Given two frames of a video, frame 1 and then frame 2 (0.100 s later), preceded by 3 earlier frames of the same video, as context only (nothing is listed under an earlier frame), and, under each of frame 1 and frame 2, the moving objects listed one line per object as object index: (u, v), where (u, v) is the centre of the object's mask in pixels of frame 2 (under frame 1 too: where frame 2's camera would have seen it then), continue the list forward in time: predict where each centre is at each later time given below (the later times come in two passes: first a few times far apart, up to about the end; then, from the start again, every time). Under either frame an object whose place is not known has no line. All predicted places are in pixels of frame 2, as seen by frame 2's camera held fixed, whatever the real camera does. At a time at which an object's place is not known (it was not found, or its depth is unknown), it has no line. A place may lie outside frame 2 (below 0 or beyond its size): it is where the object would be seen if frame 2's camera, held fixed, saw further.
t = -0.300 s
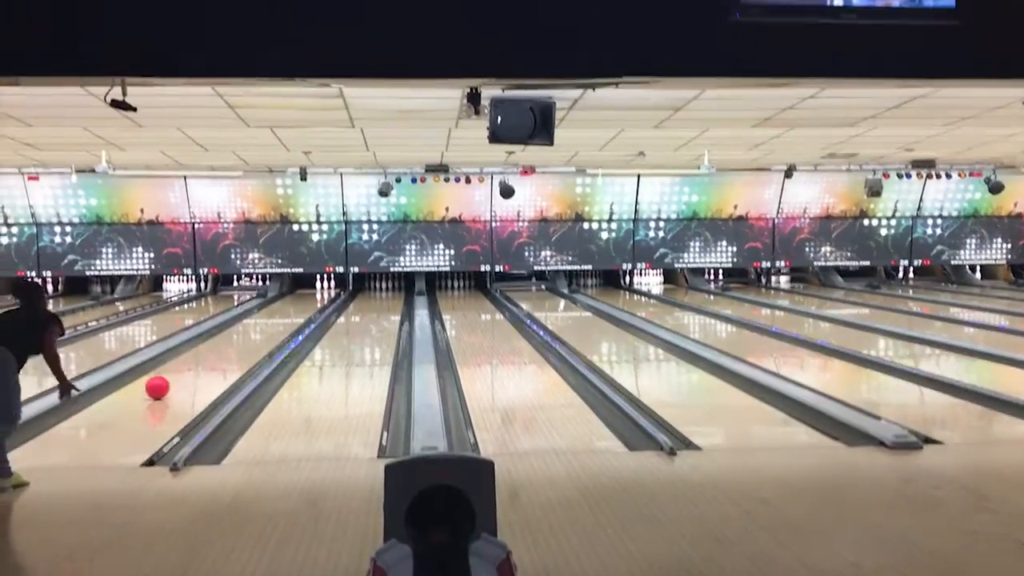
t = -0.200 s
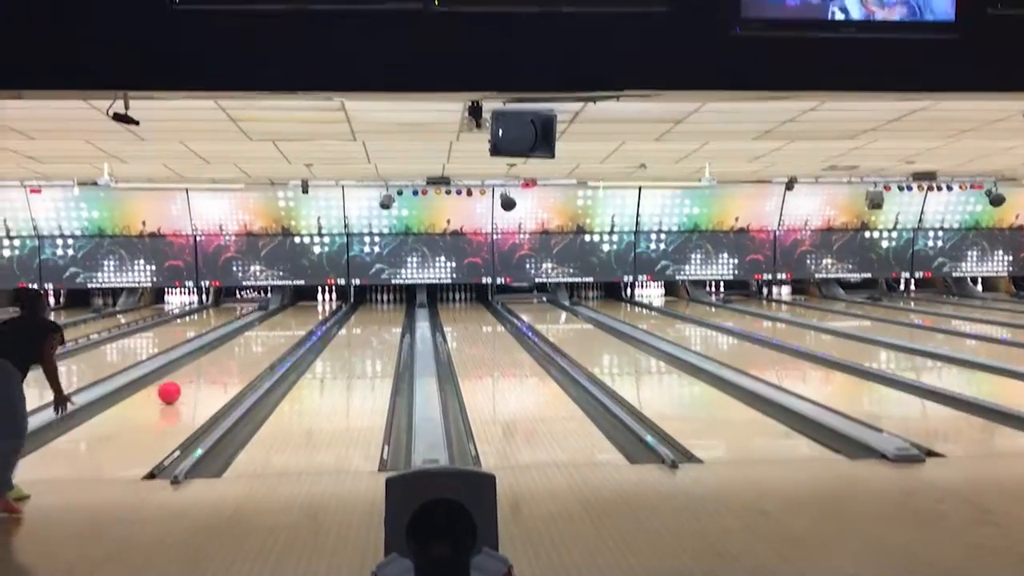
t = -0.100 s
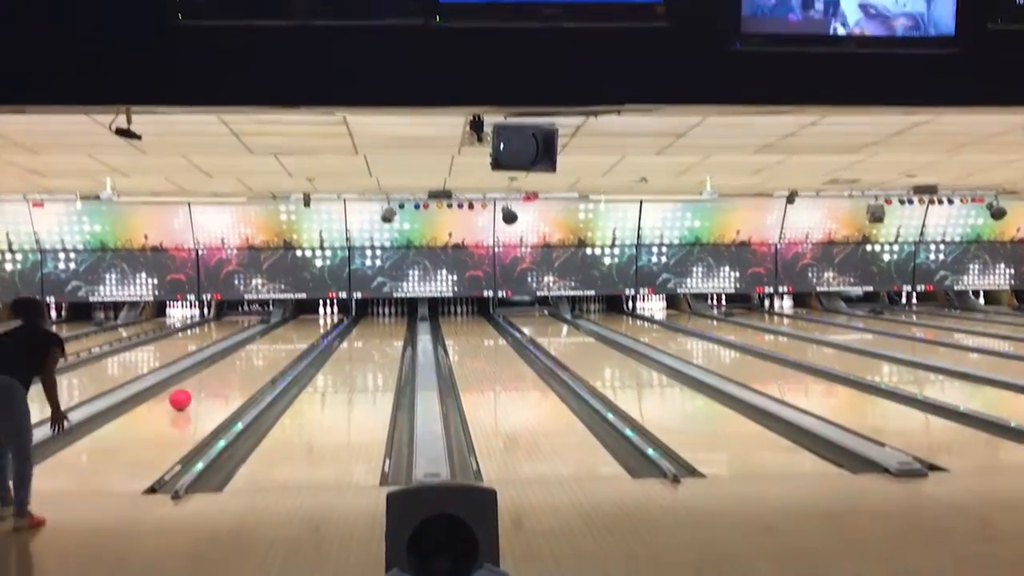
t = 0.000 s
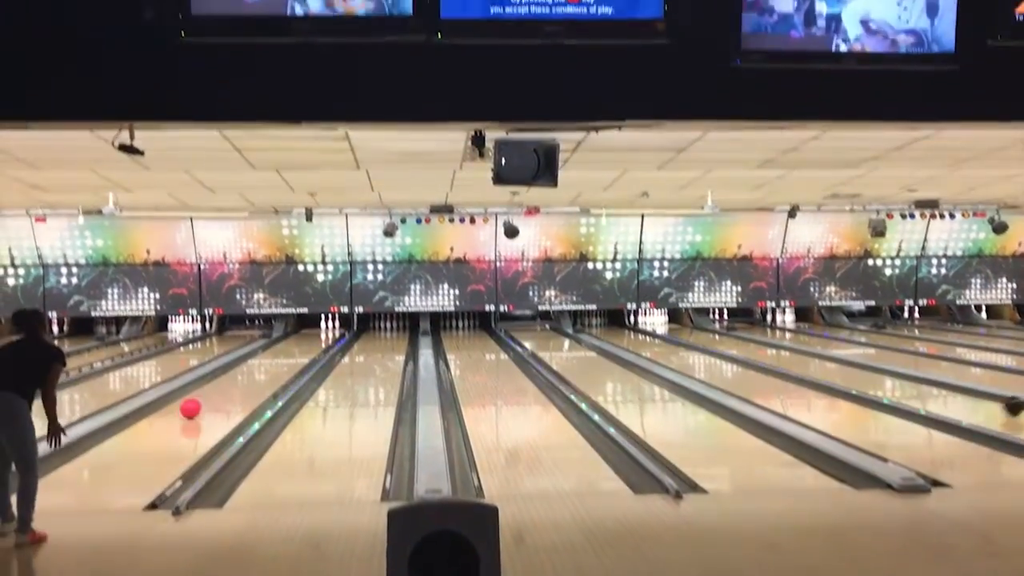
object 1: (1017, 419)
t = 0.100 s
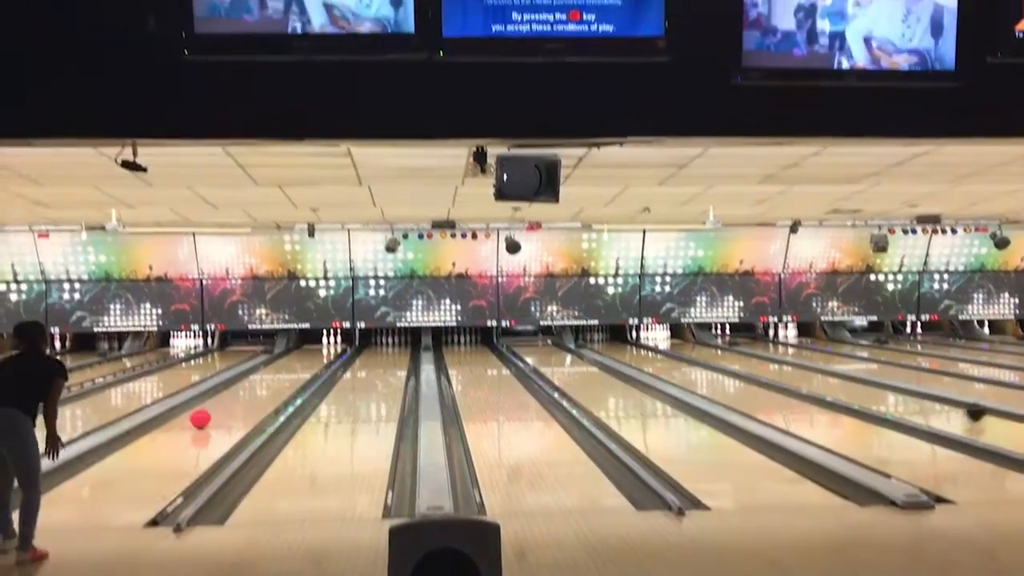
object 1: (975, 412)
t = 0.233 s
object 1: (926, 403)
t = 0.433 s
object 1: (868, 393)
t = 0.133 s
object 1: (962, 410)
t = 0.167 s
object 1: (949, 407)
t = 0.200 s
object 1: (938, 405)
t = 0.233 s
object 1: (926, 403)
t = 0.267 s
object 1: (916, 400)
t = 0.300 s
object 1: (905, 399)
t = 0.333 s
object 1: (895, 397)
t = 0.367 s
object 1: (886, 395)
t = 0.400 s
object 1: (877, 394)
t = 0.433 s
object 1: (868, 393)
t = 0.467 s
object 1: (859, 391)
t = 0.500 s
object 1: (852, 390)
